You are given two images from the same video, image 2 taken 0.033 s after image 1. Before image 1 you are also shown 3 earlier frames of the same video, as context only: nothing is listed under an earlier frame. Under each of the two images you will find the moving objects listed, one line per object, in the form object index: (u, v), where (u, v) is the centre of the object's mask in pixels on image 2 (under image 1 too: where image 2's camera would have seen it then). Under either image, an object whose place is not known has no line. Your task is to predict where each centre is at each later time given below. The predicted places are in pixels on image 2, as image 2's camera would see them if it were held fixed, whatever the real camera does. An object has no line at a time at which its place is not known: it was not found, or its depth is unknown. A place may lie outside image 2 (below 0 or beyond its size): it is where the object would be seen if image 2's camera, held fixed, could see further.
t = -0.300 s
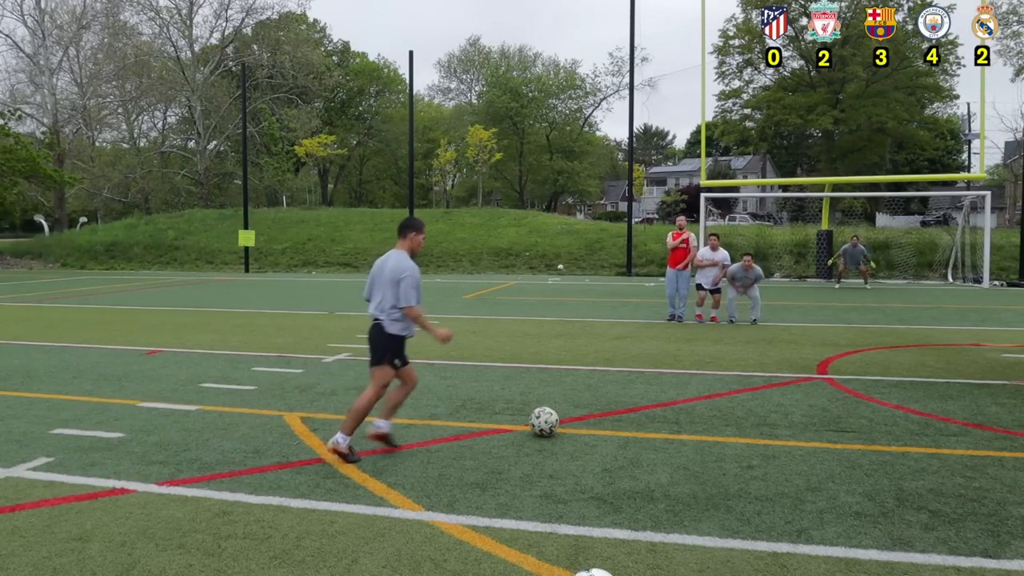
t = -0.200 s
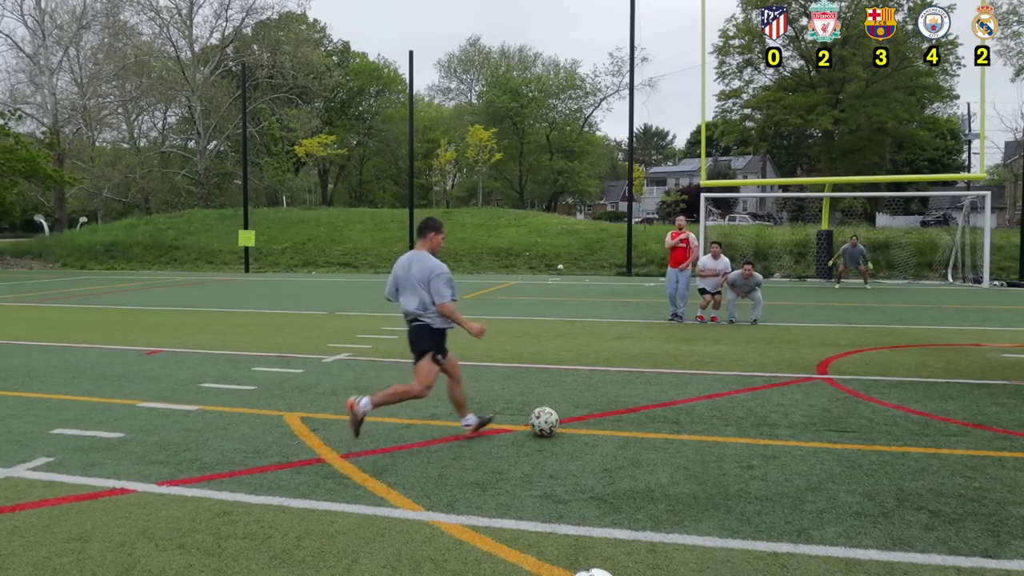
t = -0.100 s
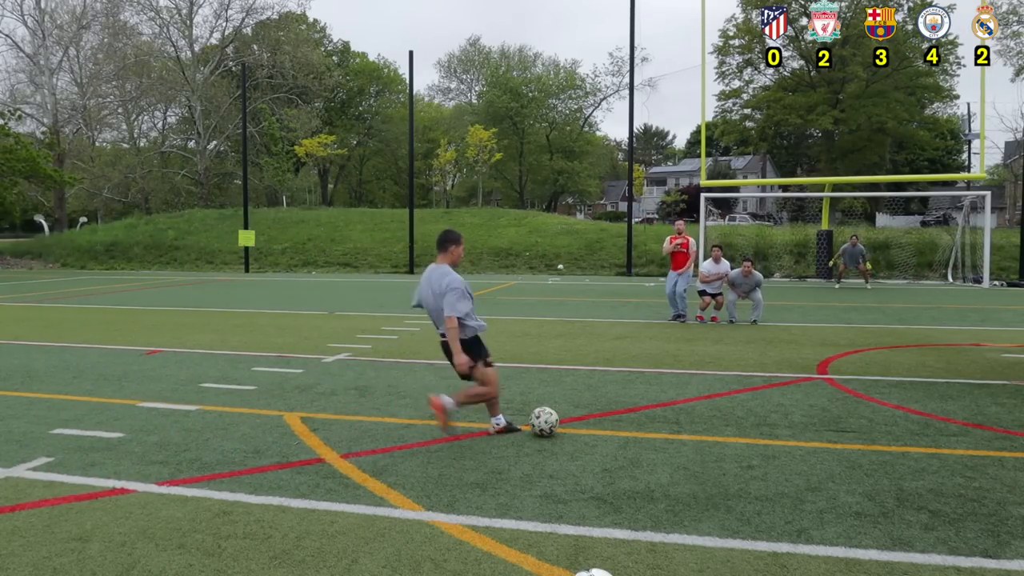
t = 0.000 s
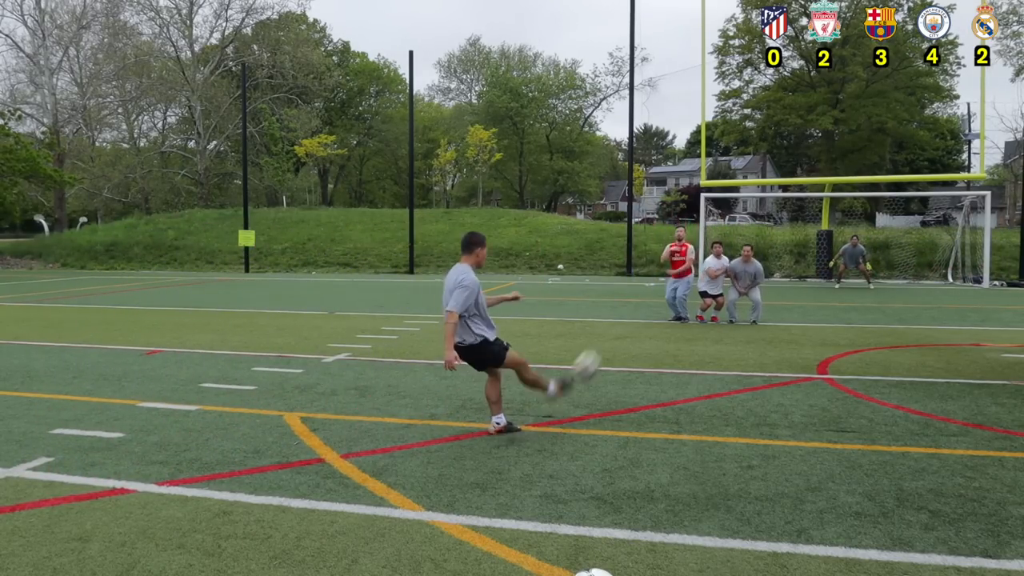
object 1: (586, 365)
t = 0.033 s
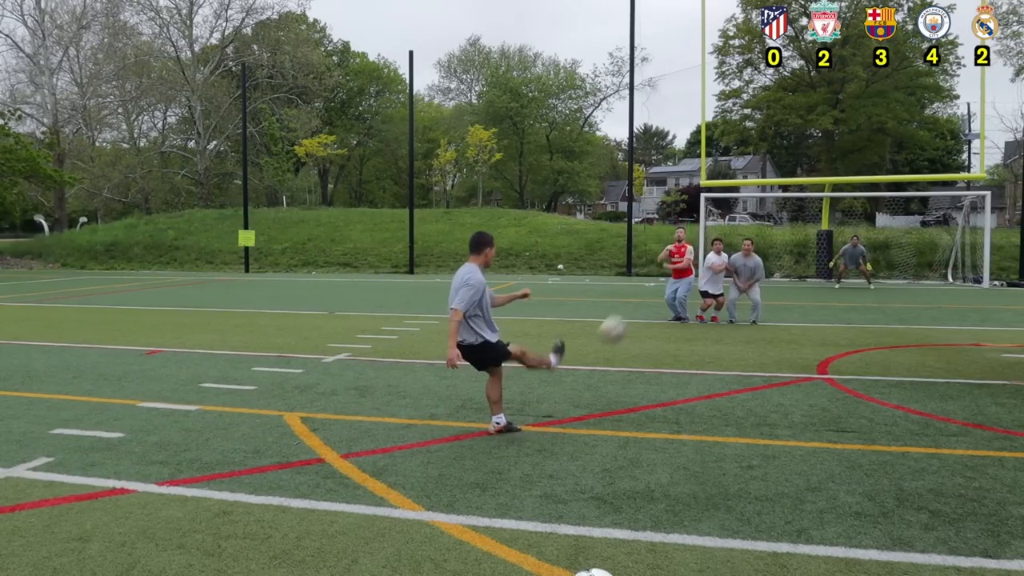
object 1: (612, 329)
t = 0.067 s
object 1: (636, 298)
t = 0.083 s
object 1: (647, 284)
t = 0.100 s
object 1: (656, 271)
